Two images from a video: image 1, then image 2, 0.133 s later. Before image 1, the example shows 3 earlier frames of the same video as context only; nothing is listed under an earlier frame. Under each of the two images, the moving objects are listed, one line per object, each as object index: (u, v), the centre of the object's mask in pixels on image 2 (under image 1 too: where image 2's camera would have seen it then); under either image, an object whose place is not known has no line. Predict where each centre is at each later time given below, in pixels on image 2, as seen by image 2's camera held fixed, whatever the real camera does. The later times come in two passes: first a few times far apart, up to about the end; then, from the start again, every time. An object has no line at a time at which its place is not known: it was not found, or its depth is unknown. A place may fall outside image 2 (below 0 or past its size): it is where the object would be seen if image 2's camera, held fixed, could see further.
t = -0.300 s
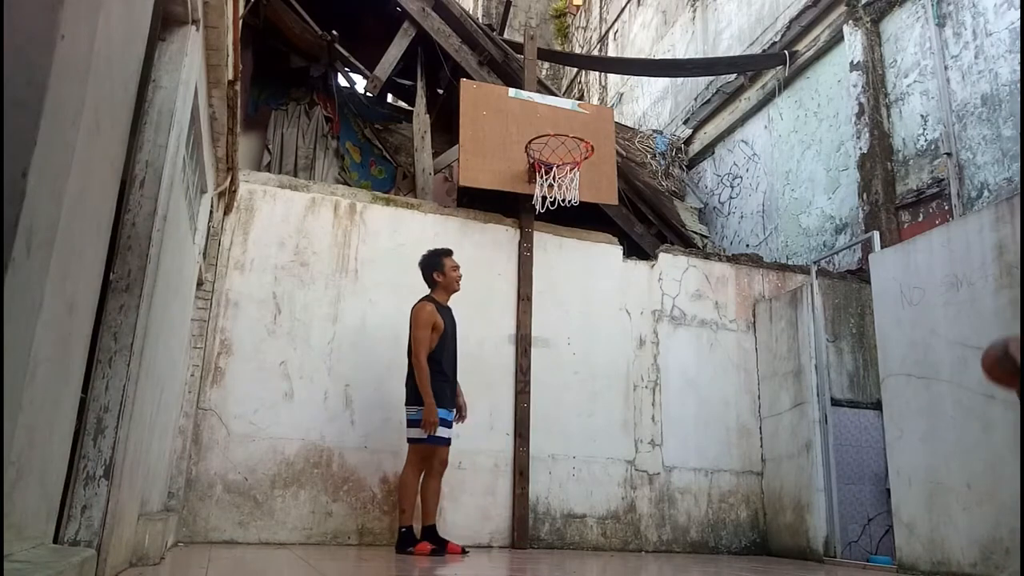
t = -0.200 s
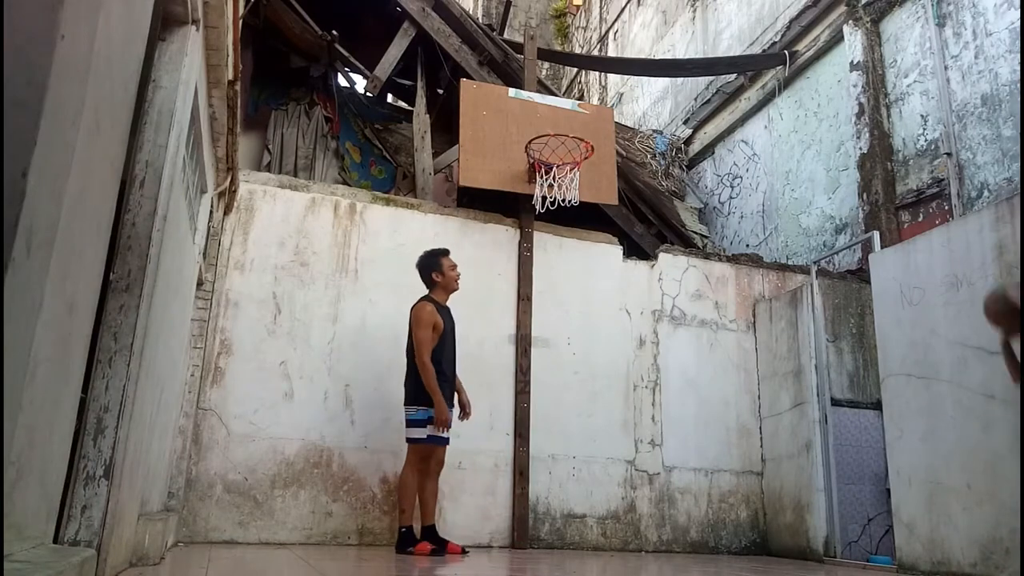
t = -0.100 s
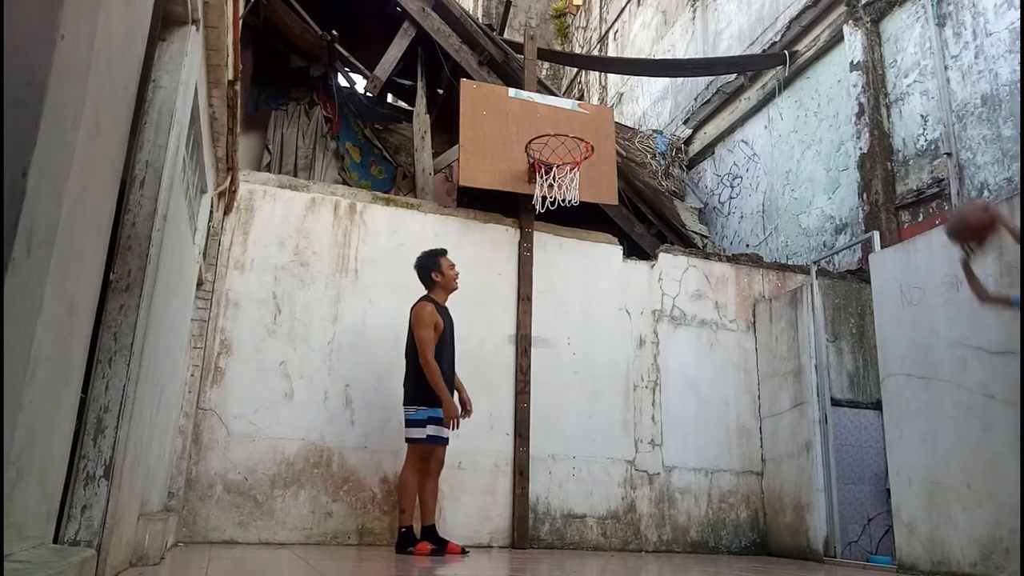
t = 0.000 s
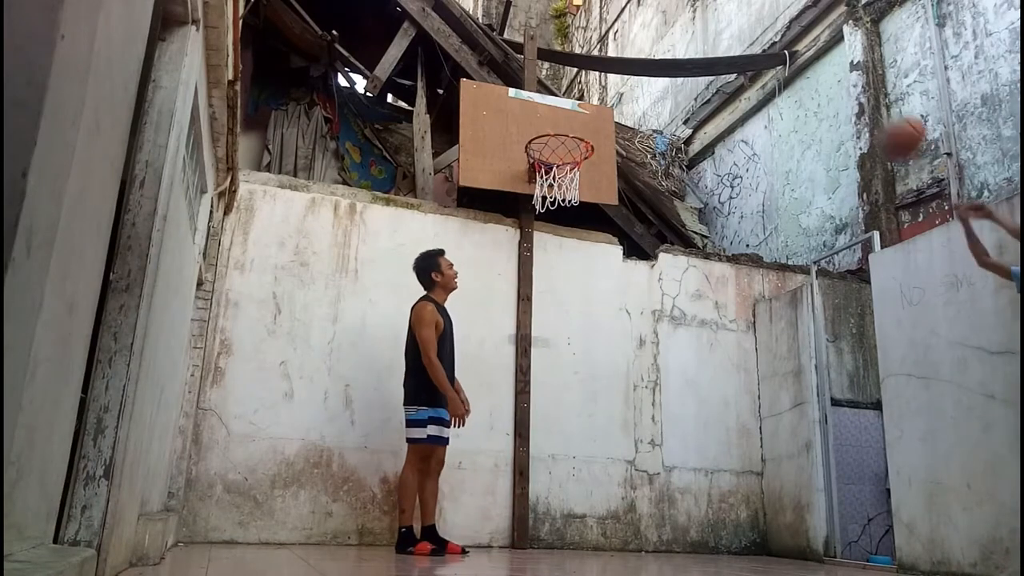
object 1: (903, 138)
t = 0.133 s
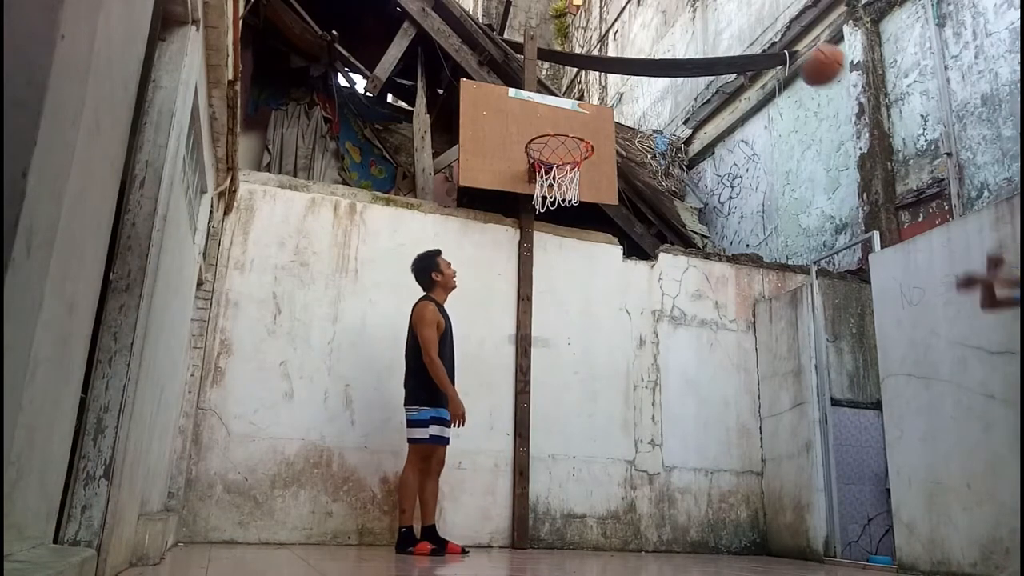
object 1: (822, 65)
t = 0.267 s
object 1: (757, 29)
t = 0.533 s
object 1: (652, 34)
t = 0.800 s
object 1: (565, 122)
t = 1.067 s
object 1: (560, 189)
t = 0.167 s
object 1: (805, 53)
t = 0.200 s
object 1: (789, 43)
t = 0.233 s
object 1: (773, 35)
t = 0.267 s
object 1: (757, 29)
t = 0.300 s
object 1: (742, 24)
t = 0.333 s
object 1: (728, 21)
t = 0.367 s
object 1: (714, 19)
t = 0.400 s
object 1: (701, 19)
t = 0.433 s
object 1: (689, 21)
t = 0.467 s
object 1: (676, 24)
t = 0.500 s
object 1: (664, 29)
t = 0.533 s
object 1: (652, 34)
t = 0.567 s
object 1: (640, 41)
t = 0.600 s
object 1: (629, 48)
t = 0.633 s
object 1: (618, 58)
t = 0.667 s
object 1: (607, 68)
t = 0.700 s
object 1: (597, 78)
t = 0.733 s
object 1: (585, 93)
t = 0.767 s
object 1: (575, 107)
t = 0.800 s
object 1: (565, 122)
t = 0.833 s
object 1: (561, 125)
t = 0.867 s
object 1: (561, 134)
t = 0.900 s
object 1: (561, 142)
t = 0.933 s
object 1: (561, 151)
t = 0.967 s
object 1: (561, 154)
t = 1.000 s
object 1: (559, 169)
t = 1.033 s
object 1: (560, 178)
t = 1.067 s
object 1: (560, 189)
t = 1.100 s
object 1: (559, 204)
